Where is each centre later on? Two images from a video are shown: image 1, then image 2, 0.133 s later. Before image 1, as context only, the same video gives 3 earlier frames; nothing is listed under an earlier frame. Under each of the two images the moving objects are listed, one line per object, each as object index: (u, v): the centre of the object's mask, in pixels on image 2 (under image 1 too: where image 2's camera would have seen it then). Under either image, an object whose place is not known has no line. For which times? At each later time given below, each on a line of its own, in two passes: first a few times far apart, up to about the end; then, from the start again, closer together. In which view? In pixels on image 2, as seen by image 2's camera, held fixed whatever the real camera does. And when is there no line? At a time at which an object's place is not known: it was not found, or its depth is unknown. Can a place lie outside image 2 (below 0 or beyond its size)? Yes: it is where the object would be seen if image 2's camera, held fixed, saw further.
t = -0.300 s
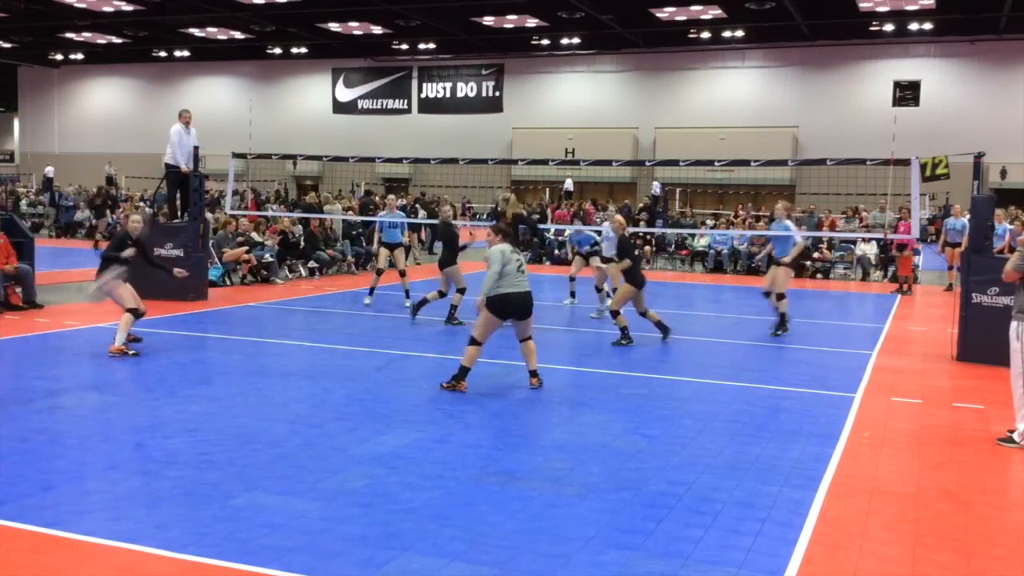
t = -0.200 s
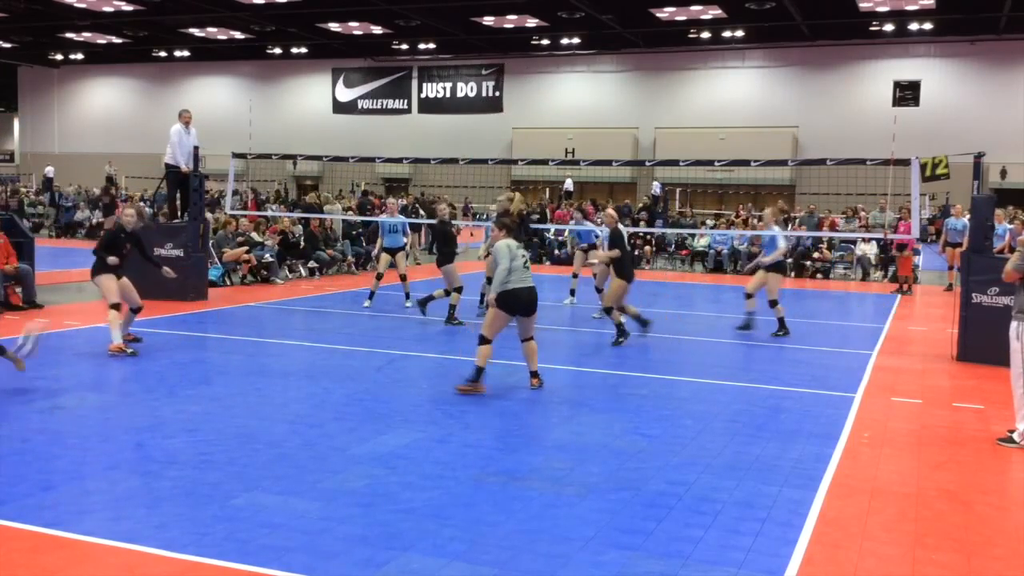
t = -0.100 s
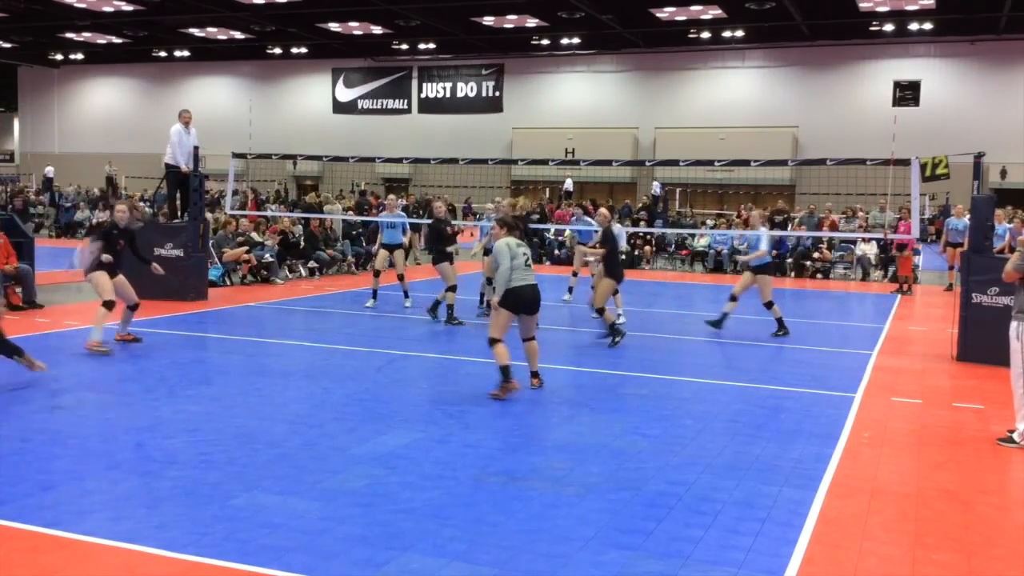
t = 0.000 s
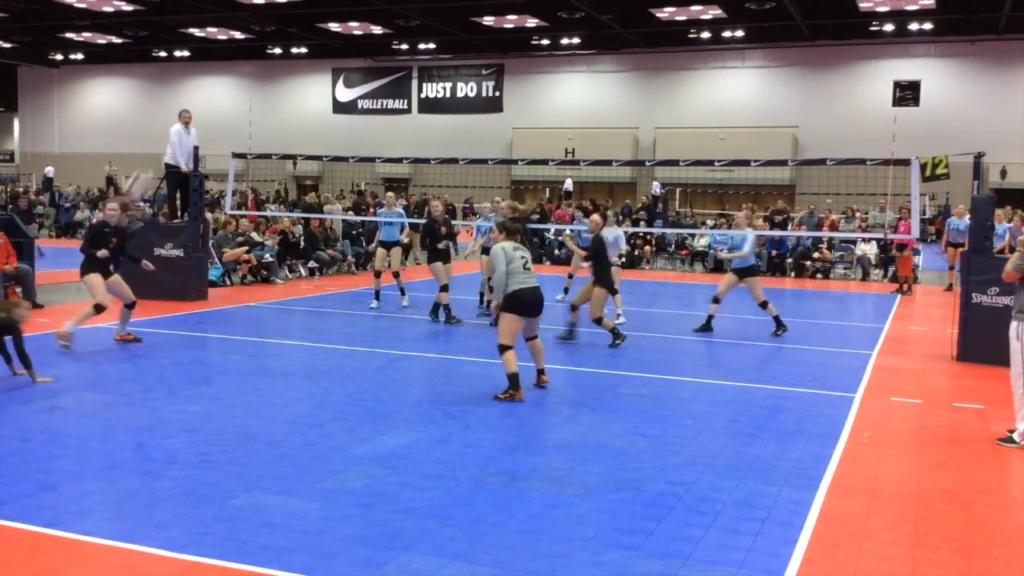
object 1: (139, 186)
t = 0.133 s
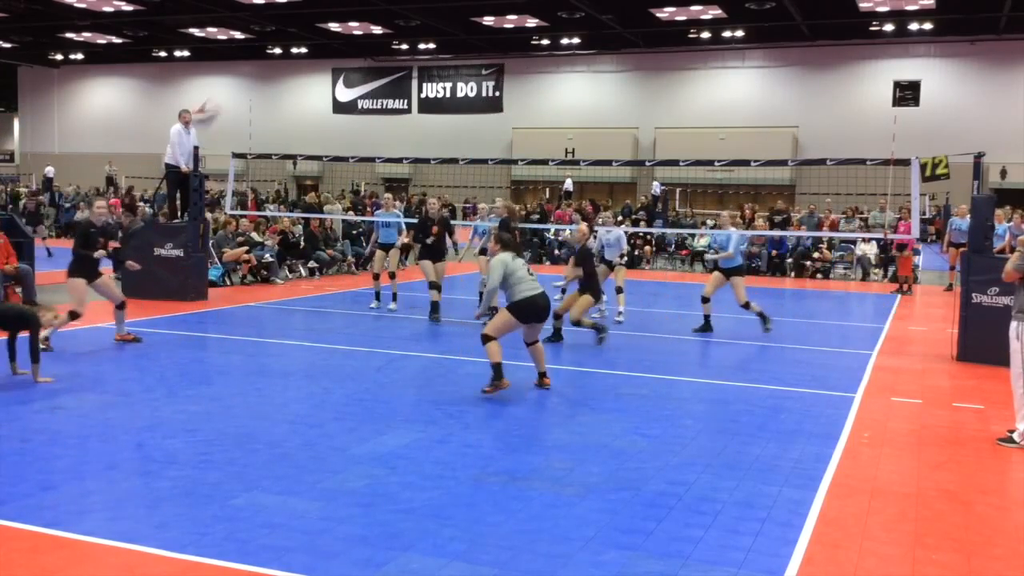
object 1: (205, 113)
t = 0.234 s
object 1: (252, 67)
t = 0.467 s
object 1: (357, 13)
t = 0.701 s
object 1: (454, 18)
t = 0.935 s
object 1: (543, 71)
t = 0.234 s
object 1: (252, 67)
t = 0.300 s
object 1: (284, 45)
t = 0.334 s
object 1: (299, 38)
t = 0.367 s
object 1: (312, 31)
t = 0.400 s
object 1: (327, 25)
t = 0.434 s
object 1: (343, 16)
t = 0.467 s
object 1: (357, 13)
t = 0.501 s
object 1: (372, 12)
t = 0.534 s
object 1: (385, 11)
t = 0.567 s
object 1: (399, 11)
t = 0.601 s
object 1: (413, 11)
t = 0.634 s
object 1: (428, 12)
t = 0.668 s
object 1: (441, 15)
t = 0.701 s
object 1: (454, 18)
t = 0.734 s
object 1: (467, 24)
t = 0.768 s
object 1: (480, 30)
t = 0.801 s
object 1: (493, 36)
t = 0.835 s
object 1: (506, 43)
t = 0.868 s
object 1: (519, 51)
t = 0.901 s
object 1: (530, 60)
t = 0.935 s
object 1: (543, 71)
